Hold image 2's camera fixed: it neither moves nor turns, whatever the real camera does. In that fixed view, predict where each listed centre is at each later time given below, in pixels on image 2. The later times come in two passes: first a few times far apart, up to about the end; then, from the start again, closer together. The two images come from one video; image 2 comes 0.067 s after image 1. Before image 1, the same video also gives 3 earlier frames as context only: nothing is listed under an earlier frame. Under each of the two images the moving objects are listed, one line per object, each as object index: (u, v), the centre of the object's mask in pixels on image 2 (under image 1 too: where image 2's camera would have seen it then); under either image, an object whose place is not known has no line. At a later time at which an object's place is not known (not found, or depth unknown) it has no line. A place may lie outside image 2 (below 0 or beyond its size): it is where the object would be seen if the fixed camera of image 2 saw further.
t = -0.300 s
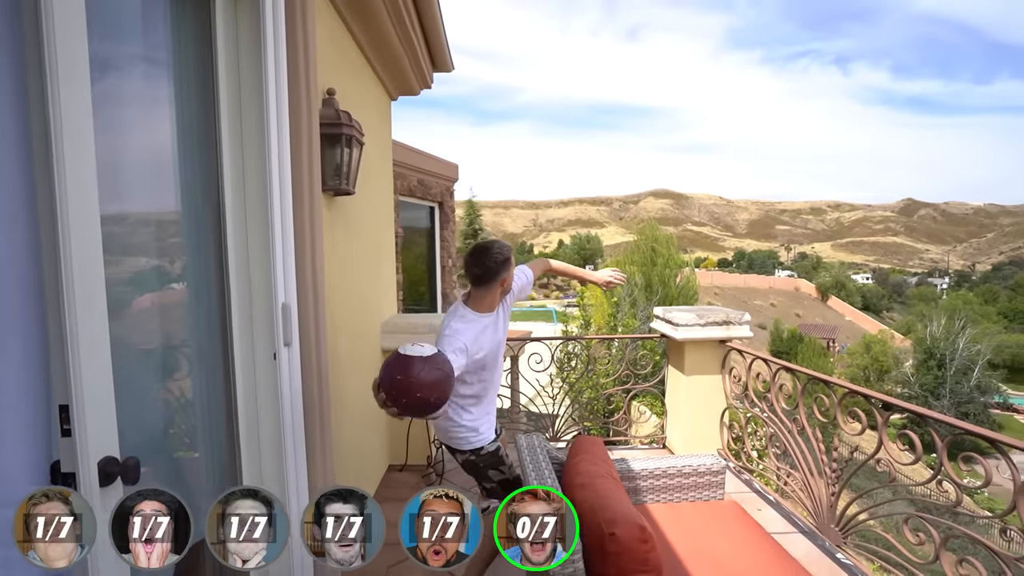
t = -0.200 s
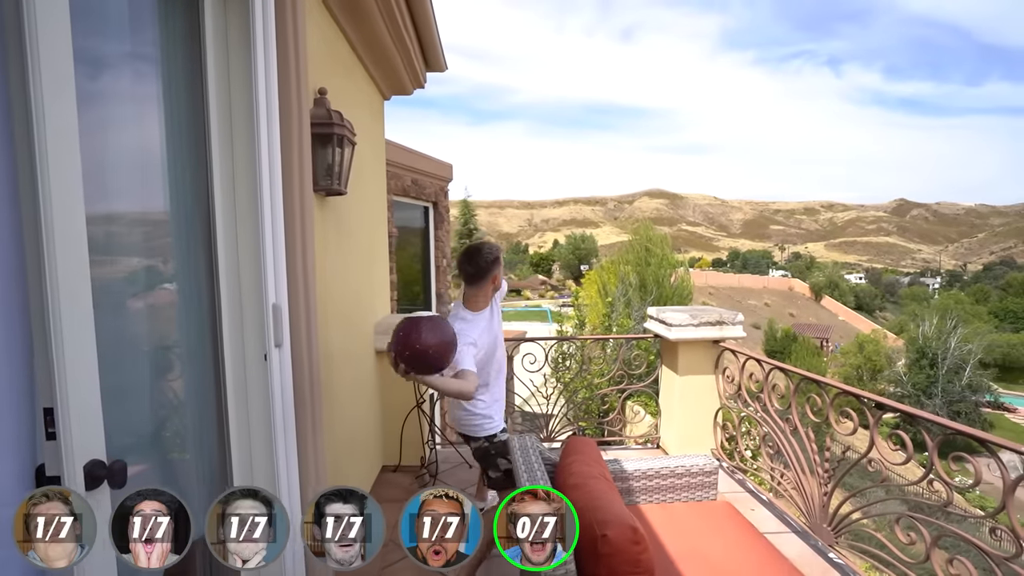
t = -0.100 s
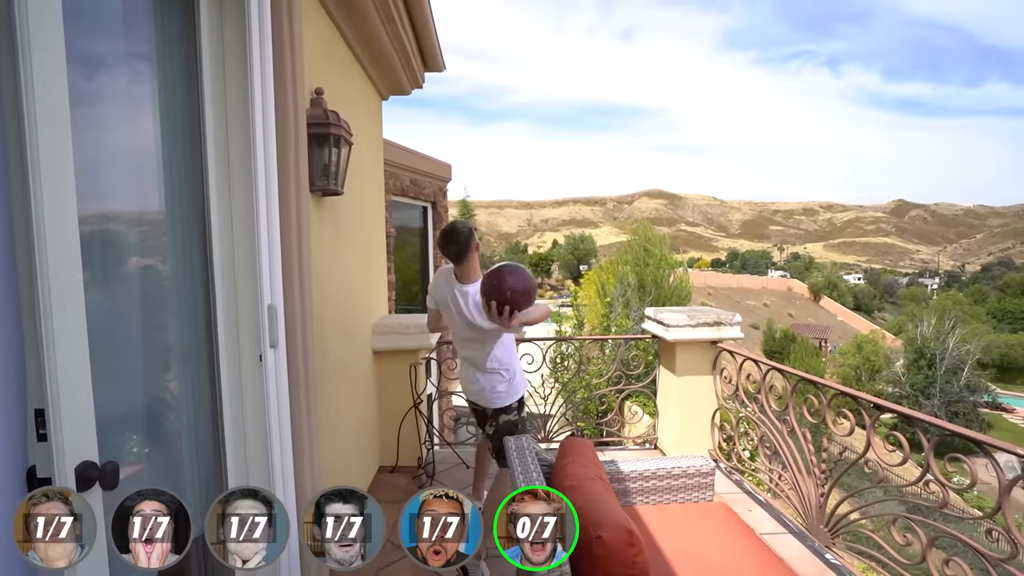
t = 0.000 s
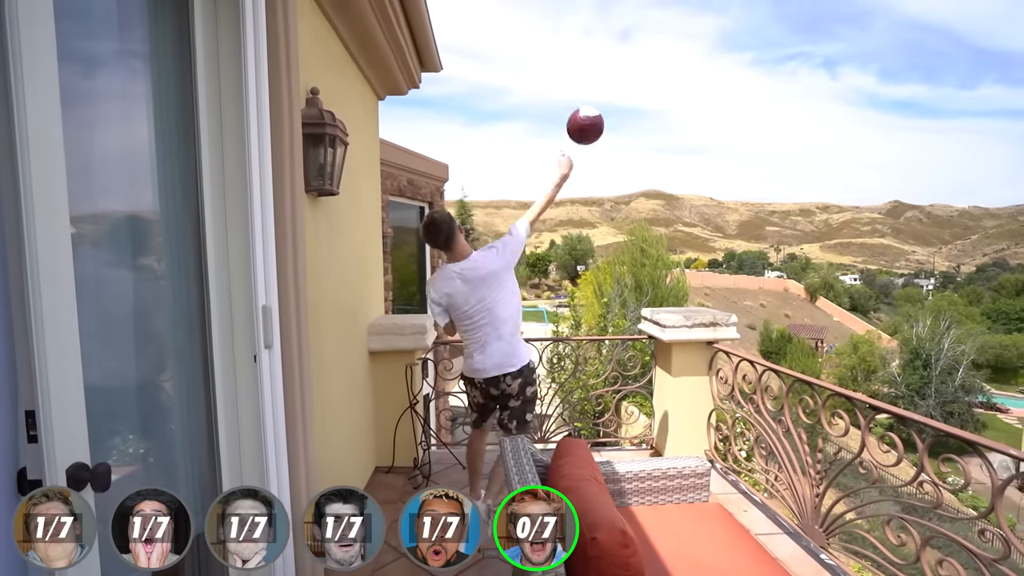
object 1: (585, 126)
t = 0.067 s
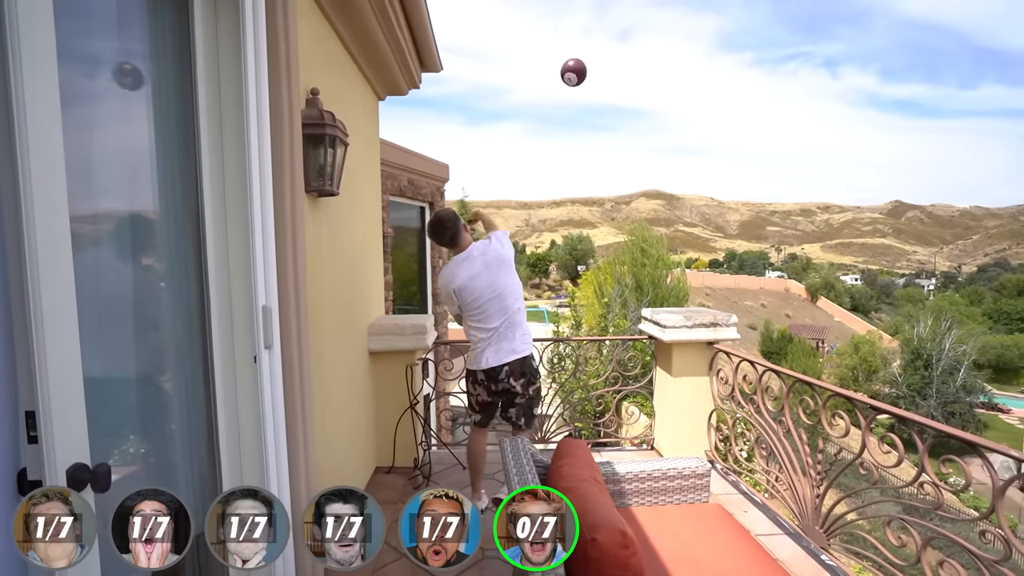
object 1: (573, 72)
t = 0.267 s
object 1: (565, 26)
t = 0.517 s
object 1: (569, 26)
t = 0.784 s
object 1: (576, 45)
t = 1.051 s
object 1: (580, 73)
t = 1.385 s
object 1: (587, 114)
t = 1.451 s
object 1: (588, 123)
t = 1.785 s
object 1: (593, 168)
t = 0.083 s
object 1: (571, 64)
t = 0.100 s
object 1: (570, 58)
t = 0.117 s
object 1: (569, 52)
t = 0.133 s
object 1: (568, 47)
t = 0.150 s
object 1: (567, 43)
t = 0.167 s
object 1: (567, 39)
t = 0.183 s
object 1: (566, 36)
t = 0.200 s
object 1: (566, 33)
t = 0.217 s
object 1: (566, 31)
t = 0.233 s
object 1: (565, 29)
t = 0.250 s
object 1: (565, 28)
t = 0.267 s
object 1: (565, 26)
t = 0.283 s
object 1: (565, 25)
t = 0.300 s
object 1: (565, 25)
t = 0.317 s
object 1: (565, 24)
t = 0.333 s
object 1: (565, 23)
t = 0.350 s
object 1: (566, 23)
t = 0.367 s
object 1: (566, 23)
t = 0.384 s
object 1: (566, 23)
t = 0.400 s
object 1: (566, 23)
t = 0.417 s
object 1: (567, 23)
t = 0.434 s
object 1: (567, 23)
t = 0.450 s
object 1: (567, 23)
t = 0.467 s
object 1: (568, 24)
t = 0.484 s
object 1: (568, 25)
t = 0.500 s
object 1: (568, 25)
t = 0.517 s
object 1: (569, 26)
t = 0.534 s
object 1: (569, 27)
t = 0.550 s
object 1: (569, 28)
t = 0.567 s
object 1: (570, 29)
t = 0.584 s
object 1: (571, 29)
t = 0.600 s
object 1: (571, 30)
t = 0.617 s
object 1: (571, 31)
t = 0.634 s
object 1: (572, 32)
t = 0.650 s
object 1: (572, 34)
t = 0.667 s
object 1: (573, 35)
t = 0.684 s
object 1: (573, 36)
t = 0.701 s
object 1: (573, 37)
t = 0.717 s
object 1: (574, 39)
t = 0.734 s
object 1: (575, 40)
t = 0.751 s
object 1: (575, 42)
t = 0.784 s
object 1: (576, 45)
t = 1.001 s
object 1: (580, 67)
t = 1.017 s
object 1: (580, 69)
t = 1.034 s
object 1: (580, 71)
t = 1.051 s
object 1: (580, 73)
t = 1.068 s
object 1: (581, 74)
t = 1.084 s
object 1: (581, 76)
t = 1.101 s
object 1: (581, 78)
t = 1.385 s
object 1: (587, 114)
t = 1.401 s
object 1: (587, 116)
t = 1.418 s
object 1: (587, 118)
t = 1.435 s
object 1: (588, 120)
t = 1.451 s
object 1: (588, 123)
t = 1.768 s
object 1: (592, 165)
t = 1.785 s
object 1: (593, 168)
